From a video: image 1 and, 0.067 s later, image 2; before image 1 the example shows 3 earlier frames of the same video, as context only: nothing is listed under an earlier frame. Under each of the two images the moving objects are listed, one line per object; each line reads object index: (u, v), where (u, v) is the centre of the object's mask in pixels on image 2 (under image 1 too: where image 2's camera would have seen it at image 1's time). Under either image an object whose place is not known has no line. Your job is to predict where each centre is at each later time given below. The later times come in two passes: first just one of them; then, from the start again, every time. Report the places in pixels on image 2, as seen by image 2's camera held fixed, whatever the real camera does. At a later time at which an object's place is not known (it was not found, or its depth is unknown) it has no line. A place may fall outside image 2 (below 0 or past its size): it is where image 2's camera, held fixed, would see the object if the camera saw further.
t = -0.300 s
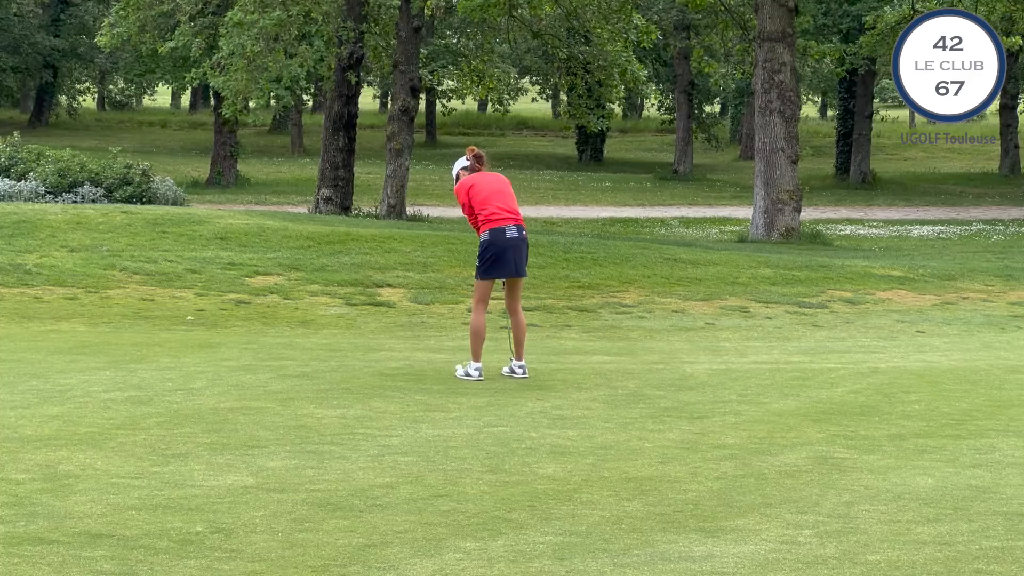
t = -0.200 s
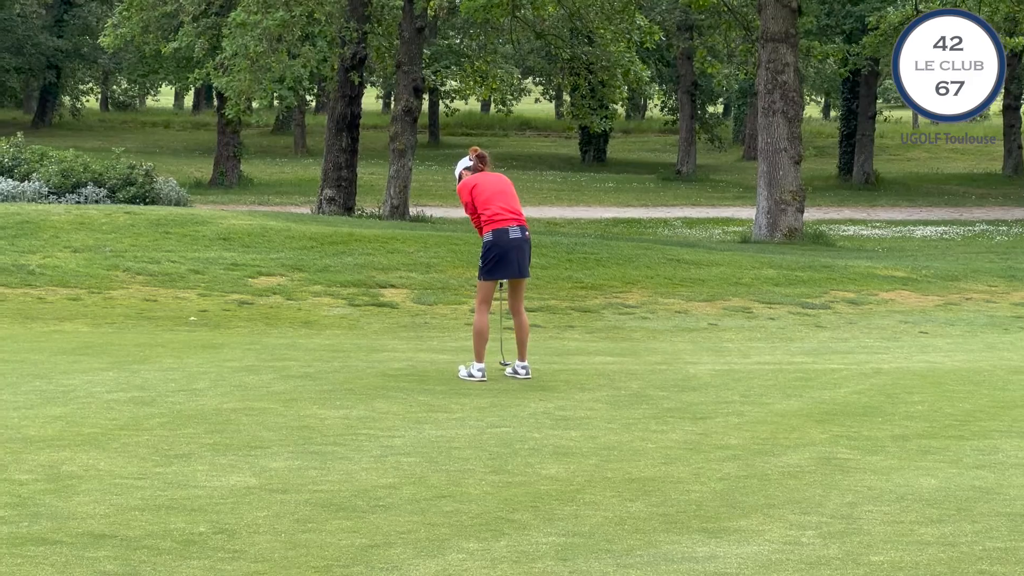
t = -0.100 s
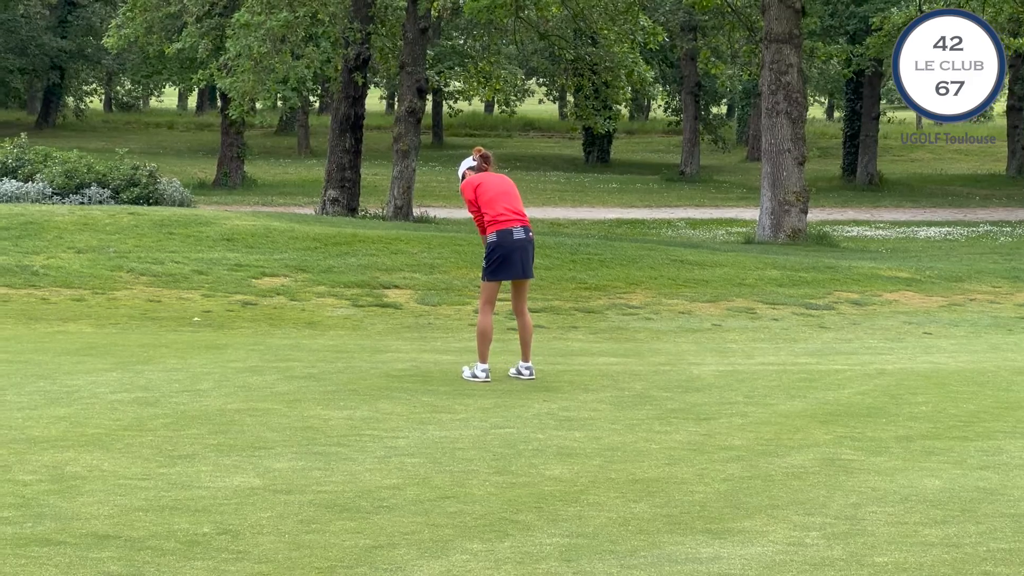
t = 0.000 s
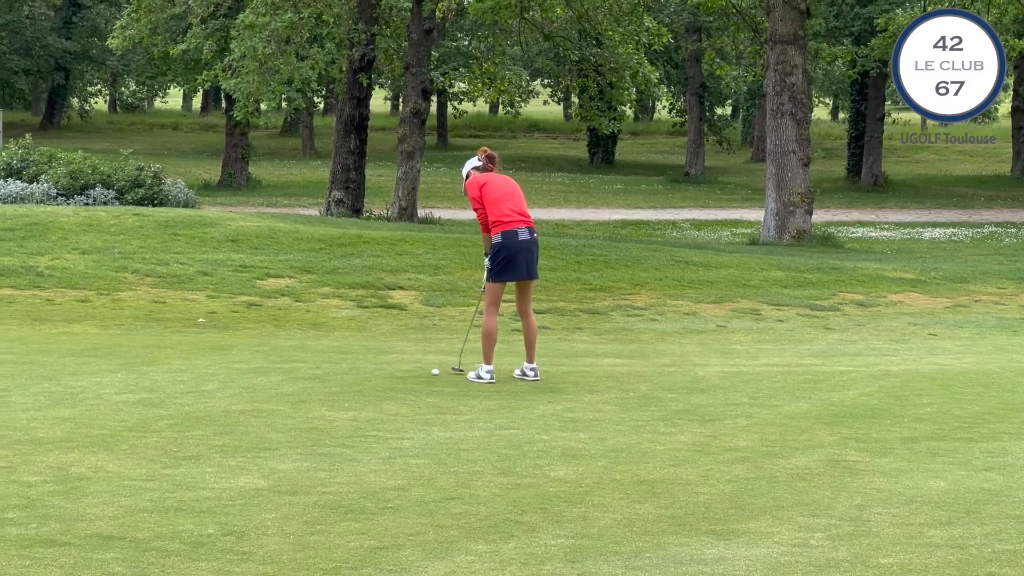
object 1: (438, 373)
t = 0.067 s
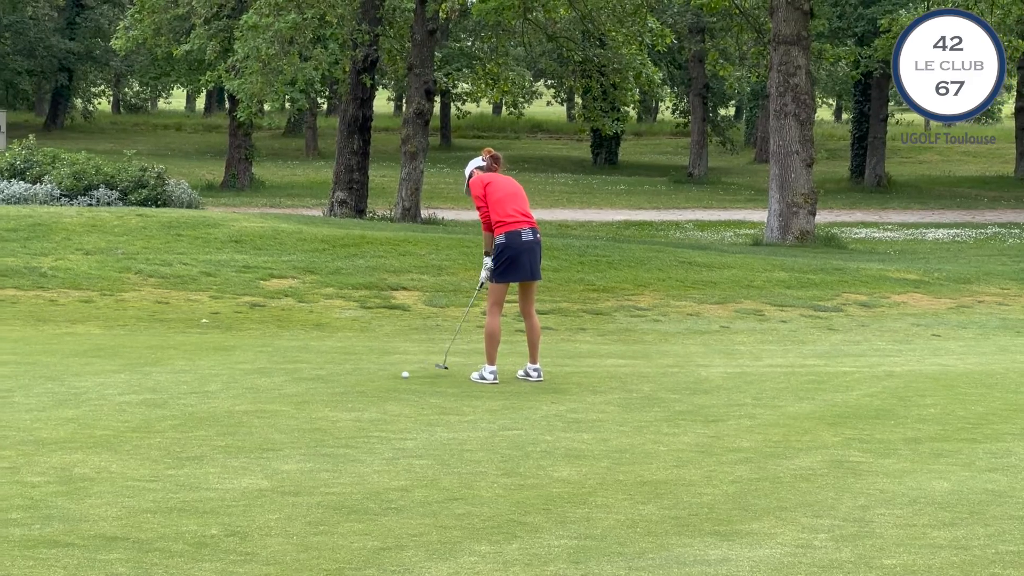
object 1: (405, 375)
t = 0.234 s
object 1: (336, 379)
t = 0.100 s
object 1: (391, 375)
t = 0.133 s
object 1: (377, 376)
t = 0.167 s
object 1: (363, 378)
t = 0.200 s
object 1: (350, 378)
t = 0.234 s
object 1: (336, 379)
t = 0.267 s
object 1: (330, 379)
